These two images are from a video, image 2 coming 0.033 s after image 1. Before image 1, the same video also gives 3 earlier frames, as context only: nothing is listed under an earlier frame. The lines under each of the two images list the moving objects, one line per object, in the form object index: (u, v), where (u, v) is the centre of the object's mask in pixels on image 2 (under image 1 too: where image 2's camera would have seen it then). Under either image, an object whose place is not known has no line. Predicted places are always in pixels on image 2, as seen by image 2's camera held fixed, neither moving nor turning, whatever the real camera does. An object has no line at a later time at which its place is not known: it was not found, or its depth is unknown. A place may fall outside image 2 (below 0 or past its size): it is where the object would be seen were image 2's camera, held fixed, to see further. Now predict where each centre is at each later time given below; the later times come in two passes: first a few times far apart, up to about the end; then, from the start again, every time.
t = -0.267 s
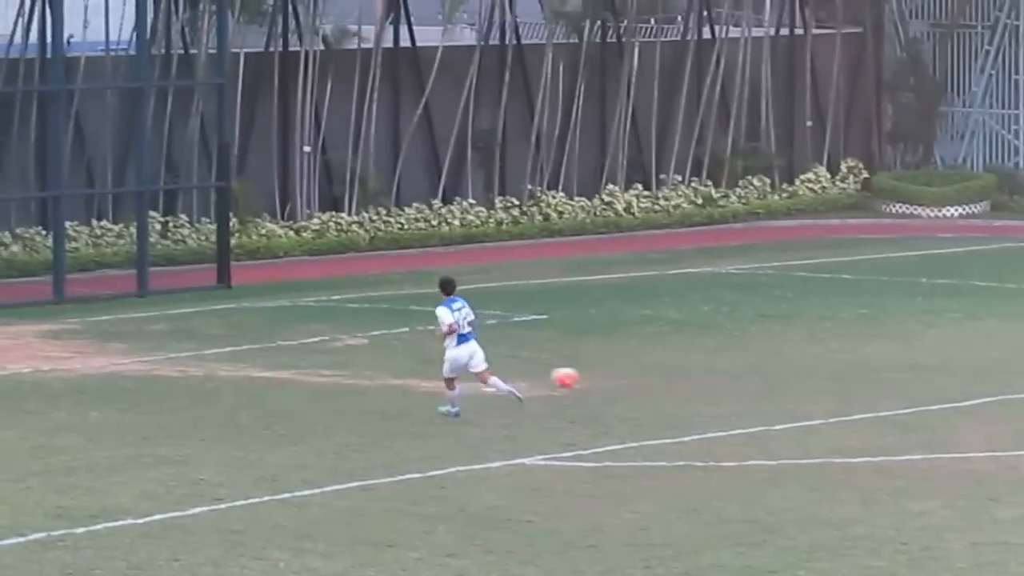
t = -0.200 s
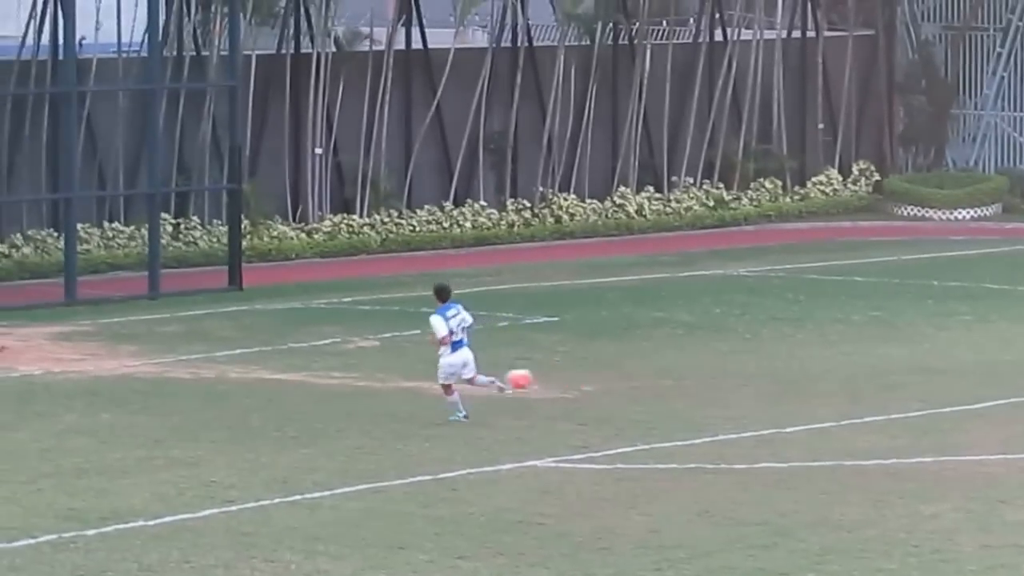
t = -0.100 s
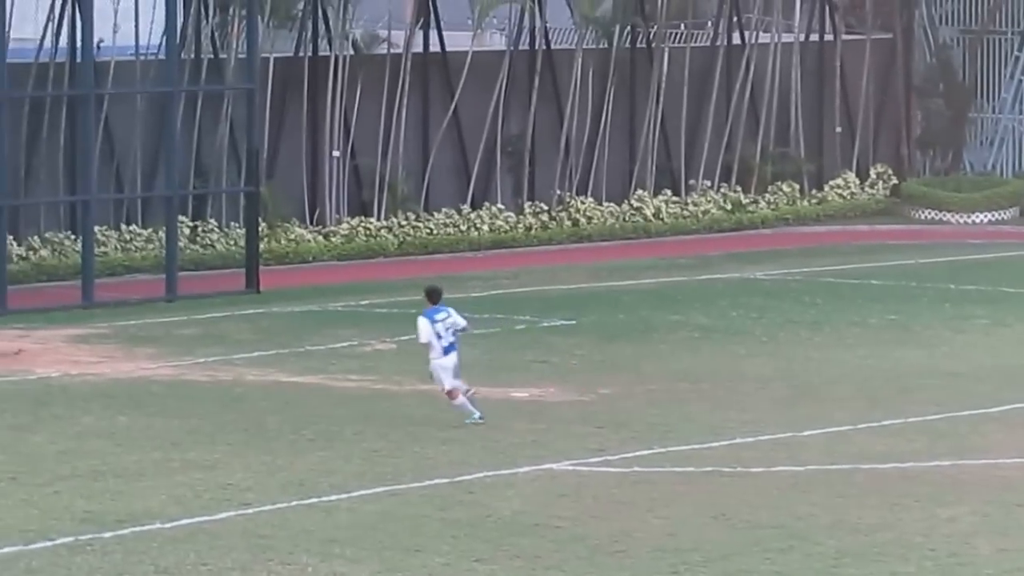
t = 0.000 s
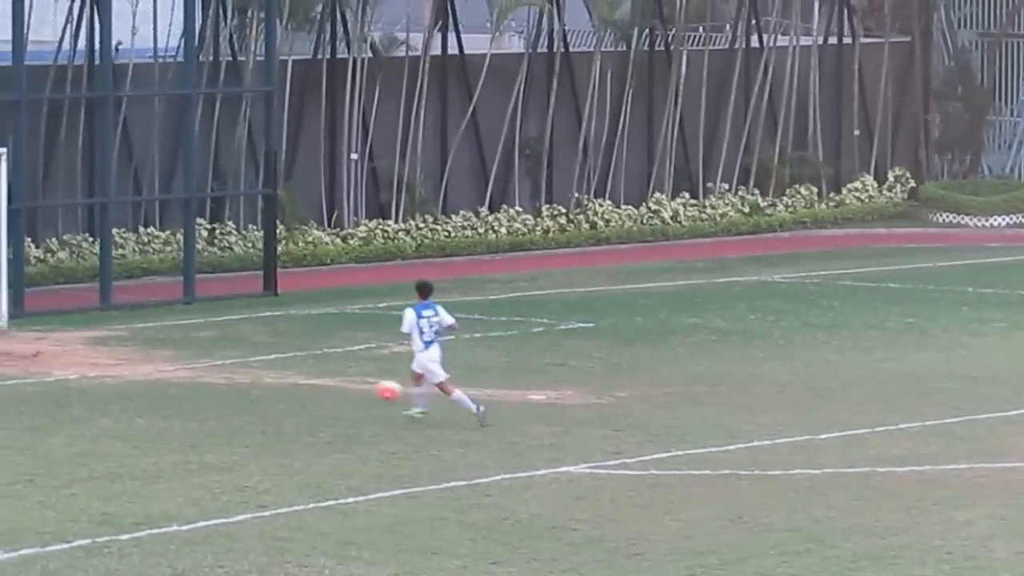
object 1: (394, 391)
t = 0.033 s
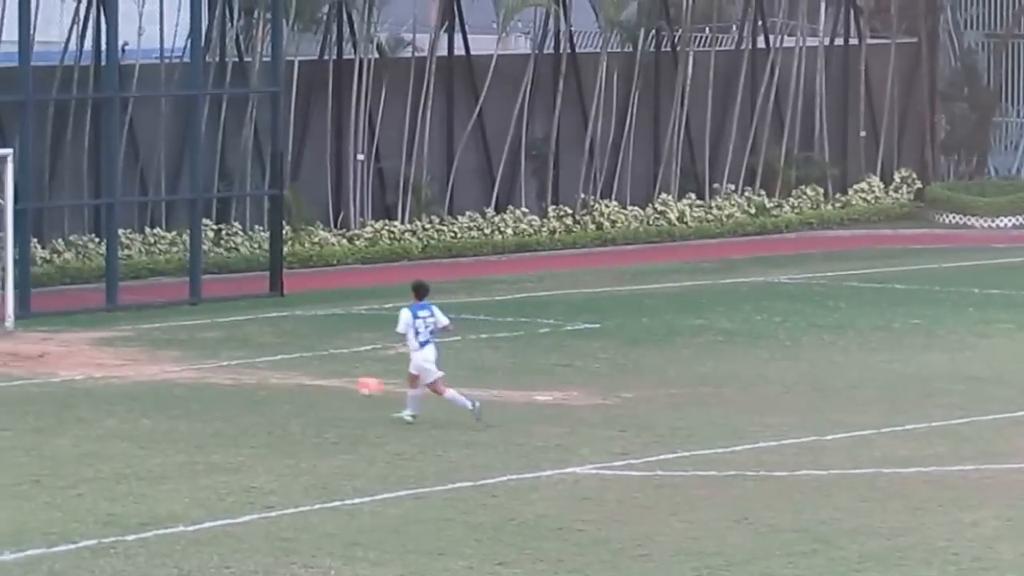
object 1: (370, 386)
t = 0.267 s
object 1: (185, 387)
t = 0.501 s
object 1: (9, 373)
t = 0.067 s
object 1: (340, 382)
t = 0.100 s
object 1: (316, 380)
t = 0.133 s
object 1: (287, 379)
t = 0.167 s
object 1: (264, 380)
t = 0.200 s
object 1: (236, 381)
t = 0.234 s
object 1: (211, 383)
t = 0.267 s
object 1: (185, 387)
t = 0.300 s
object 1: (159, 391)
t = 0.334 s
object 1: (134, 388)
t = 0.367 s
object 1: (108, 382)
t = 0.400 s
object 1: (84, 378)
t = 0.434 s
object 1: (58, 375)
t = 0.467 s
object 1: (34, 374)
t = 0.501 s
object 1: (9, 373)
